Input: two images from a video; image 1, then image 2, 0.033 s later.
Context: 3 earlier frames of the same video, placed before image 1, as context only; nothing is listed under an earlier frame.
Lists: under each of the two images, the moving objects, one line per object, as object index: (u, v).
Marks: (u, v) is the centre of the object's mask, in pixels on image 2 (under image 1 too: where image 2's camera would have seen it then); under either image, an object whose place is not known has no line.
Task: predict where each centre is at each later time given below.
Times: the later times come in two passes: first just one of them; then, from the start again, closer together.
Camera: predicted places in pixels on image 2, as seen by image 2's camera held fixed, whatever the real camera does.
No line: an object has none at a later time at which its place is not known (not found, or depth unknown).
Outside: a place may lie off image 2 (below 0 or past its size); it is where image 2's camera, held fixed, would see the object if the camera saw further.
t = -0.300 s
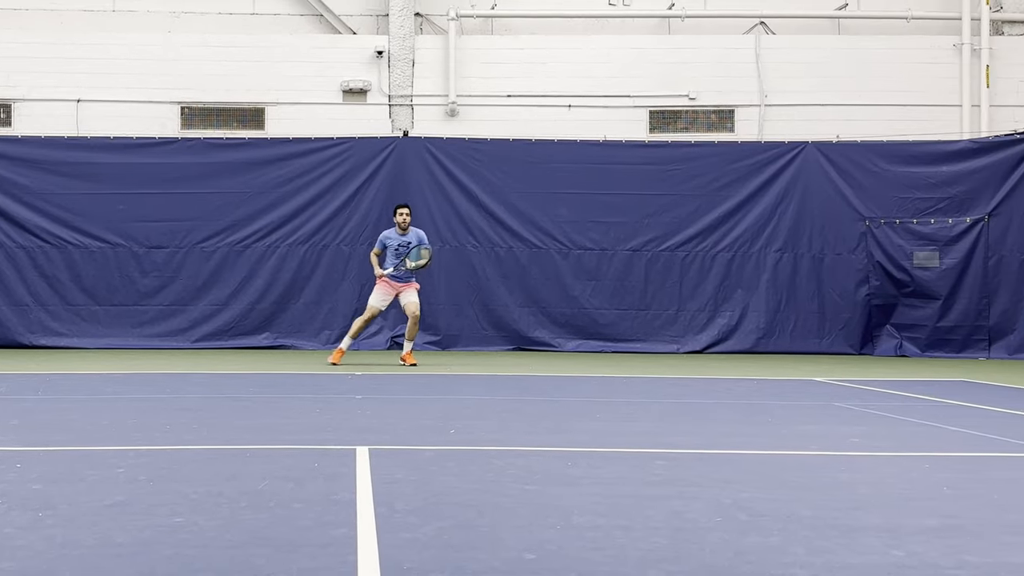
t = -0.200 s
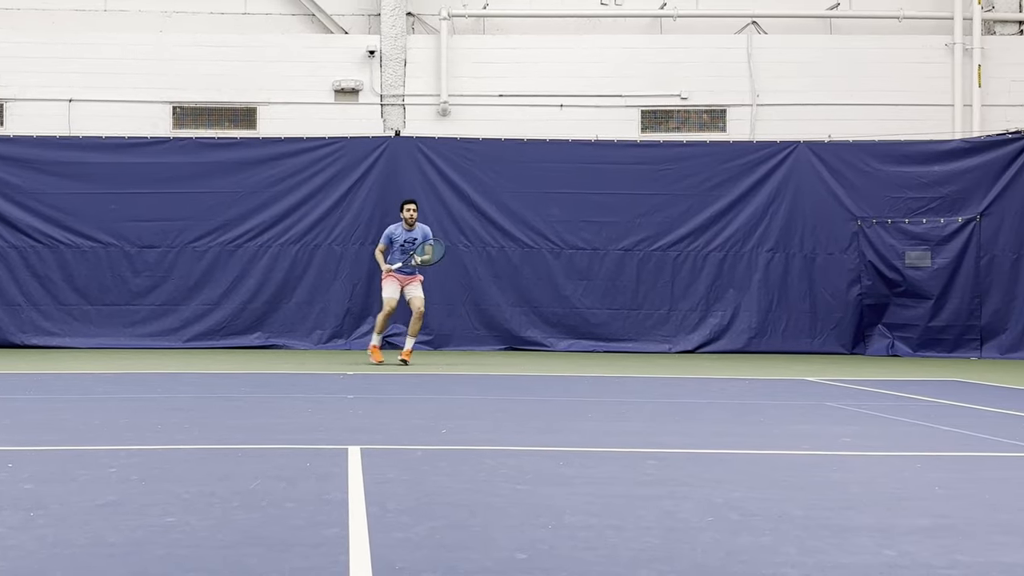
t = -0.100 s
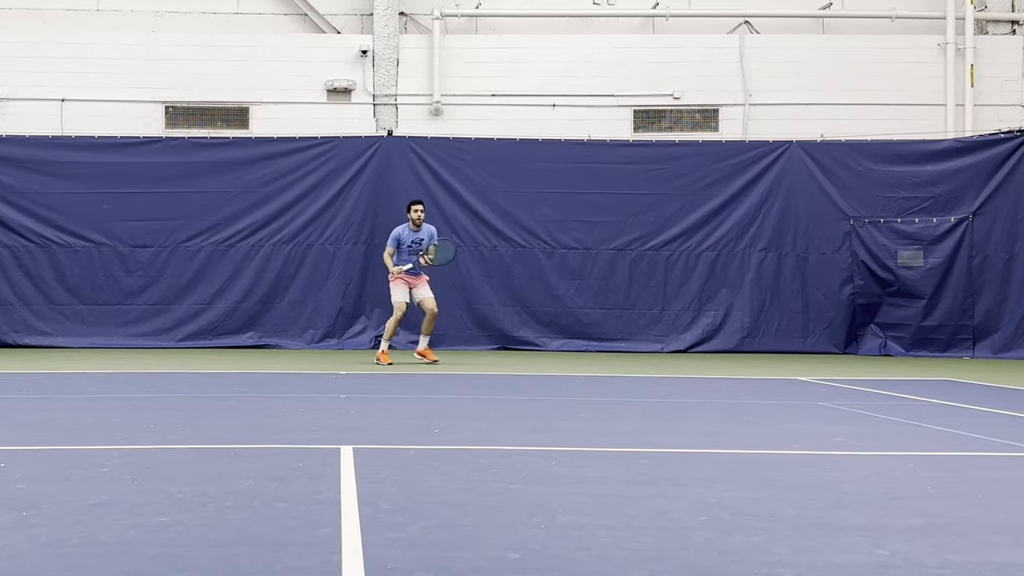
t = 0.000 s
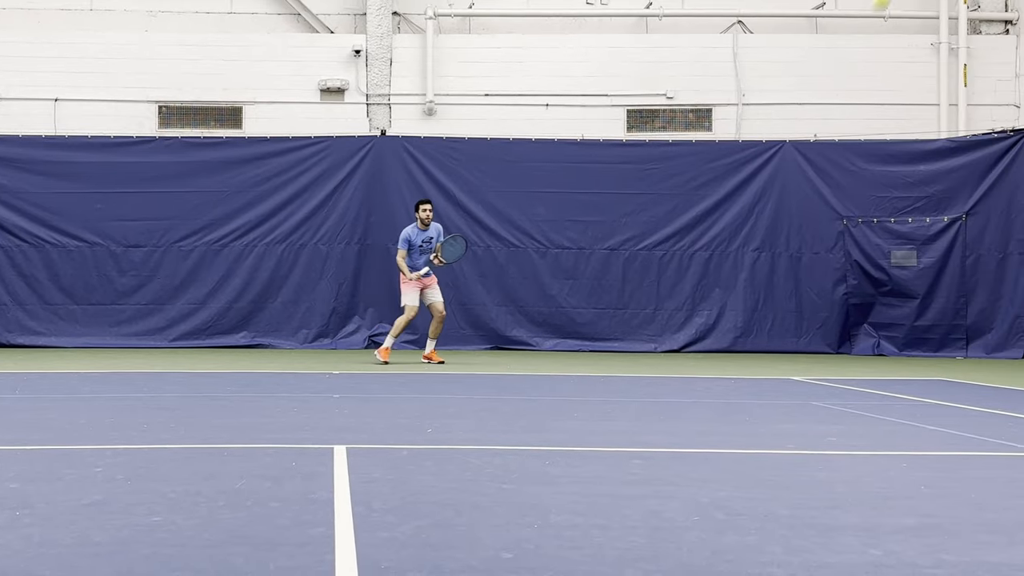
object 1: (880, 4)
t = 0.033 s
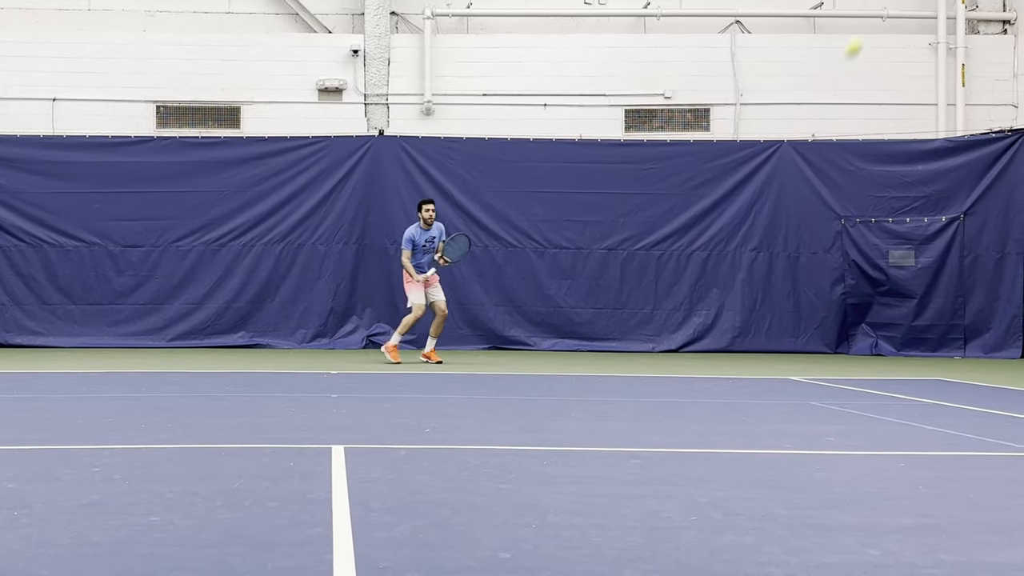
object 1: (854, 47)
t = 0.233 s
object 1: (746, 271)
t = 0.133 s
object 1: (791, 169)
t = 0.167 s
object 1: (774, 205)
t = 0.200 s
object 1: (759, 239)
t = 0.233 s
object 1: (746, 271)
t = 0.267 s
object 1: (734, 302)
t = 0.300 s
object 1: (723, 332)
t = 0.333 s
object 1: (713, 361)
